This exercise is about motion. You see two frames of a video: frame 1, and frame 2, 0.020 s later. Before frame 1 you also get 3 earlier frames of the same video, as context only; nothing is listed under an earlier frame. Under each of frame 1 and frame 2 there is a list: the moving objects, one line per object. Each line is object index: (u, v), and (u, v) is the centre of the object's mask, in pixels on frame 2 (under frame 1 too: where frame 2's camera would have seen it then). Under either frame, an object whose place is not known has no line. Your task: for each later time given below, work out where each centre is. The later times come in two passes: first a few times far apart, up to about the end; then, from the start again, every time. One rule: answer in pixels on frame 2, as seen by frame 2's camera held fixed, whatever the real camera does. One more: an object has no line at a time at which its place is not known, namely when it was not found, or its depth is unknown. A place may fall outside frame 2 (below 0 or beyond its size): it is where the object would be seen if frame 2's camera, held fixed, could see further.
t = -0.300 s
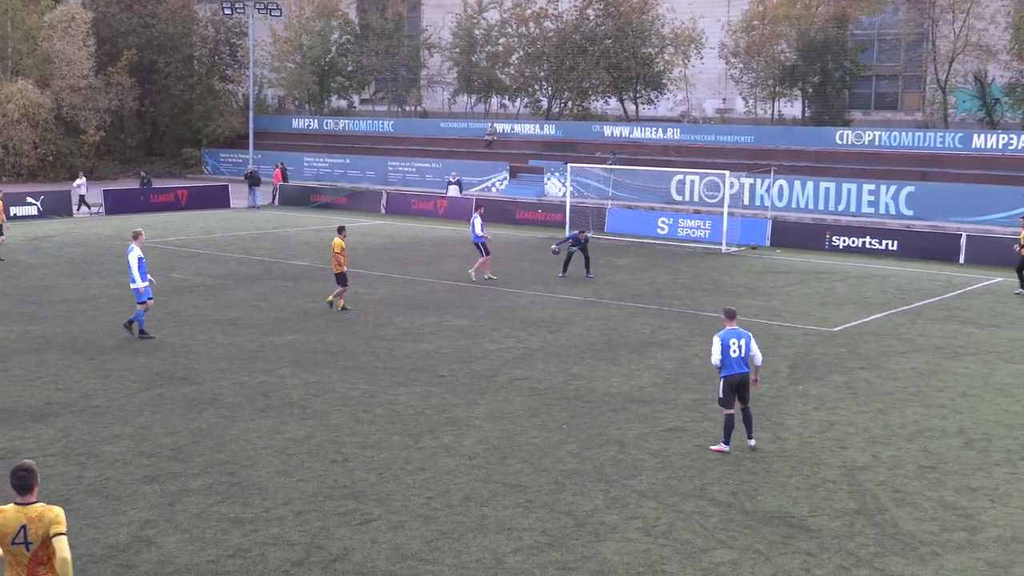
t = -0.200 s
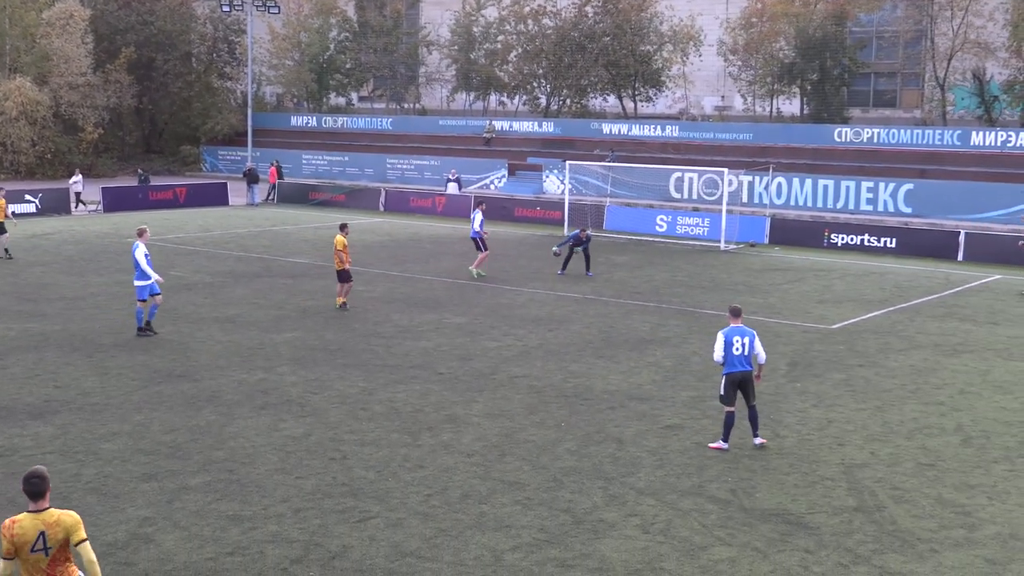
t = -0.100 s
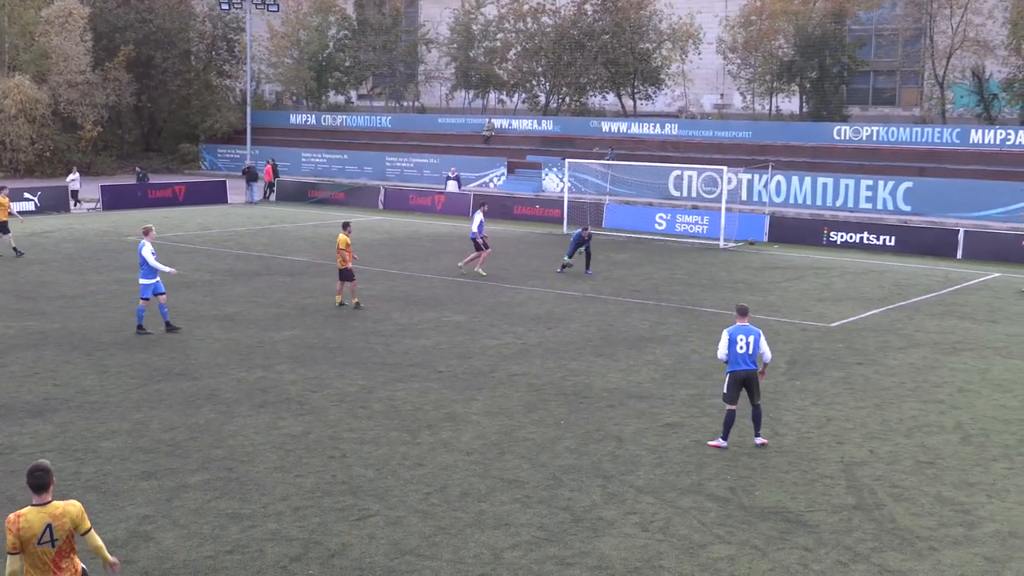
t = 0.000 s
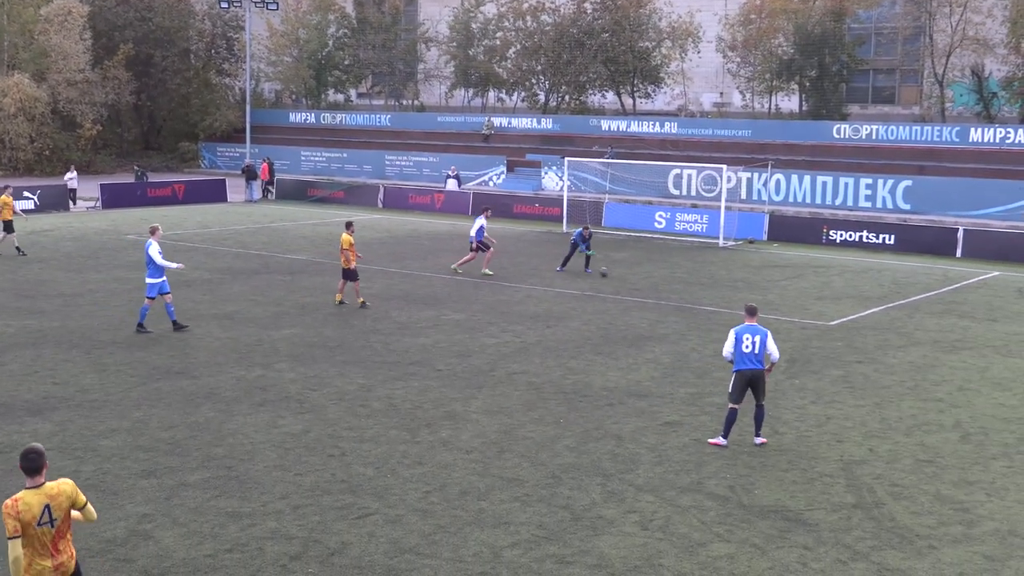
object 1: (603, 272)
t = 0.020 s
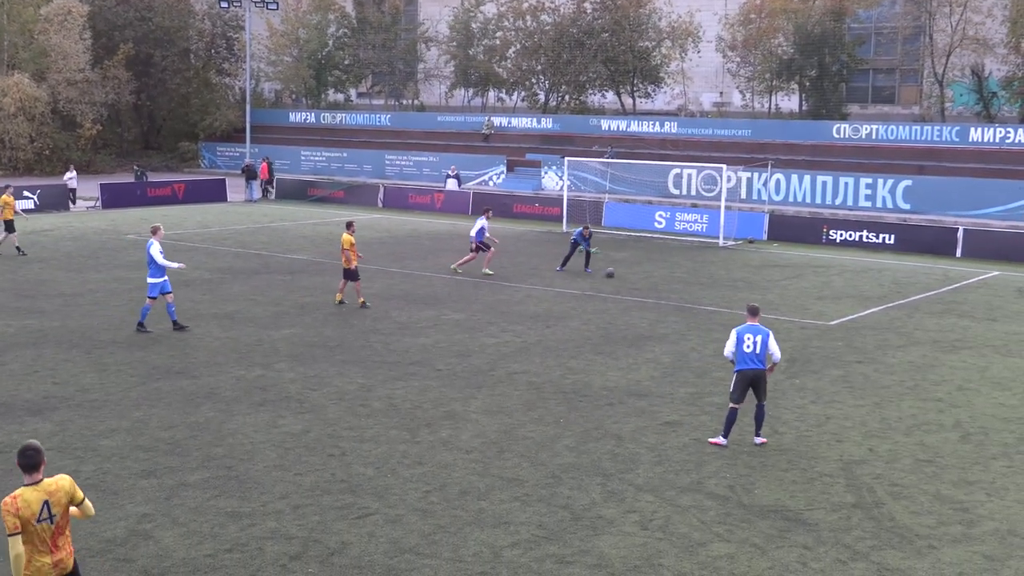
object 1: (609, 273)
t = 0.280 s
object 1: (681, 272)
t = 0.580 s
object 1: (762, 281)
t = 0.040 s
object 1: (615, 271)
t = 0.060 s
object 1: (621, 270)
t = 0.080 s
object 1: (626, 270)
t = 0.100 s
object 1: (631, 269)
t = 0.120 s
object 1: (637, 269)
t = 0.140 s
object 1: (643, 268)
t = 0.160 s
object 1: (648, 269)
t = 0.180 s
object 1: (653, 269)
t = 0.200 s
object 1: (659, 269)
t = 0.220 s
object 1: (665, 270)
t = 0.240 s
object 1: (670, 270)
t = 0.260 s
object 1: (676, 271)
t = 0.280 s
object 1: (681, 272)
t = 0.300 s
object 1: (687, 273)
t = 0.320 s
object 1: (692, 275)
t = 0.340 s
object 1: (698, 276)
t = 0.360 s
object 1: (703, 278)
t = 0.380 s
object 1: (709, 281)
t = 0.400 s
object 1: (714, 282)
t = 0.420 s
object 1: (719, 282)
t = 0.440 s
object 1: (725, 281)
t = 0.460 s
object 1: (730, 281)
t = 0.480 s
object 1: (735, 280)
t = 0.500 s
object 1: (740, 280)
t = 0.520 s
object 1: (746, 280)
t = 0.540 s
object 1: (751, 281)
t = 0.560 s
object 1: (757, 281)
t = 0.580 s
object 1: (762, 281)
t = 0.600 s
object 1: (767, 282)
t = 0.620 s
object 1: (772, 283)
